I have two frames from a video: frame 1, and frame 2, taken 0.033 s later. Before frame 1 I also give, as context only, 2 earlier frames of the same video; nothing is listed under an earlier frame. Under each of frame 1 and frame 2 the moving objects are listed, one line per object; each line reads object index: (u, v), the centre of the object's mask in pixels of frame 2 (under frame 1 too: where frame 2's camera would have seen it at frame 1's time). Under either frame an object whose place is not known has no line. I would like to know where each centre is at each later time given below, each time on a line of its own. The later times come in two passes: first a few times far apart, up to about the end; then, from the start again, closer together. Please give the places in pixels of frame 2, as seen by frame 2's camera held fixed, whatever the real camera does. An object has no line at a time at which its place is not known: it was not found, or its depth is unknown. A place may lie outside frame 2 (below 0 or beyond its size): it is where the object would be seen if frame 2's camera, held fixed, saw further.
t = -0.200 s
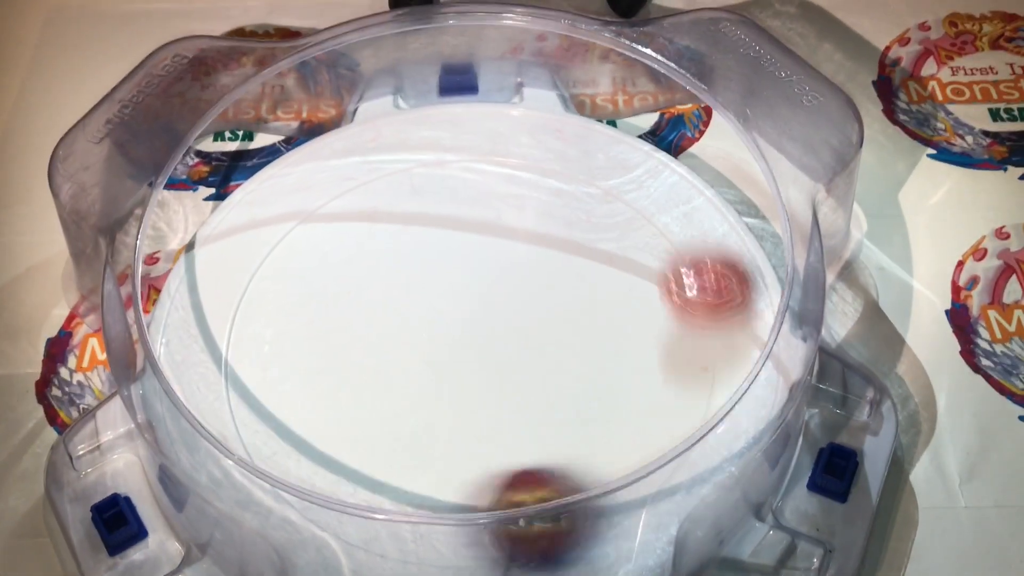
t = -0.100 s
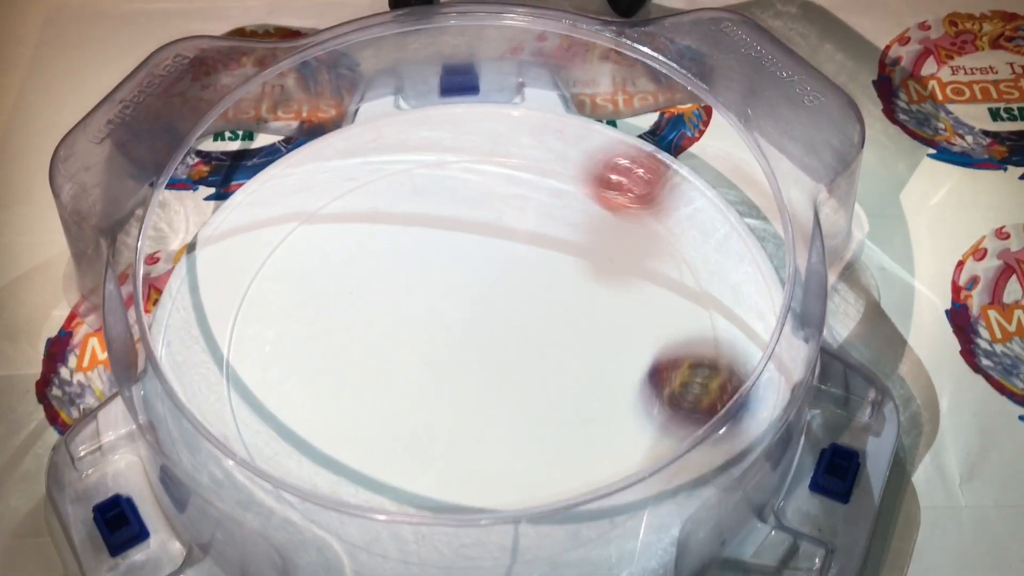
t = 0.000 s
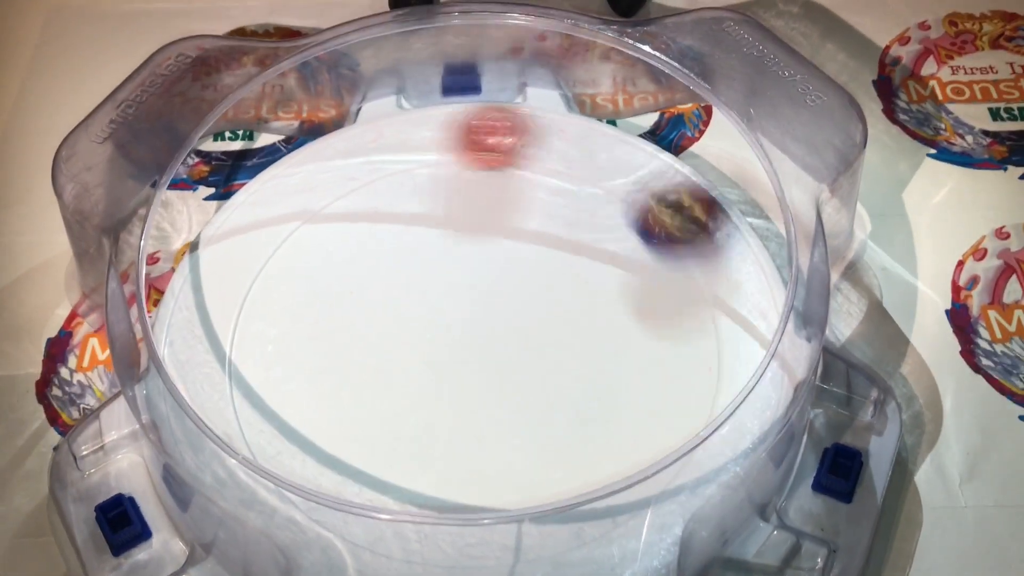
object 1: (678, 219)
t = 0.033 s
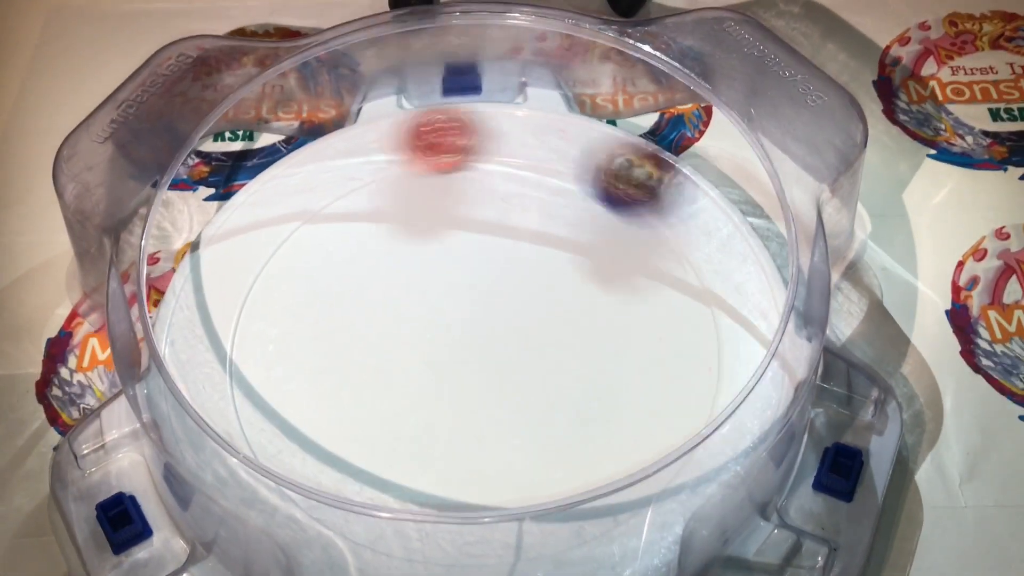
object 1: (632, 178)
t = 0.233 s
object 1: (257, 258)
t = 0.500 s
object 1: (462, 482)
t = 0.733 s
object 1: (676, 272)
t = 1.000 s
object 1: (443, 109)
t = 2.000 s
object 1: (338, 177)
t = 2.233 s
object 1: (288, 458)
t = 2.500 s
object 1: (663, 423)
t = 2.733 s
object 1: (603, 176)
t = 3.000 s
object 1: (309, 201)
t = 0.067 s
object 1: (575, 147)
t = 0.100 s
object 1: (512, 134)
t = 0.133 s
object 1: (438, 136)
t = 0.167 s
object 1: (369, 156)
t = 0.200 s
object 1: (306, 196)
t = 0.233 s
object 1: (257, 258)
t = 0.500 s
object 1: (462, 482)
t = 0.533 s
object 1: (518, 473)
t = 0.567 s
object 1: (569, 457)
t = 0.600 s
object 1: (617, 426)
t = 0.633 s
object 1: (651, 389)
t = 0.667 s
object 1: (670, 352)
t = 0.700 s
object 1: (679, 310)
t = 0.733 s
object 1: (676, 272)
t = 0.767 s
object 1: (666, 230)
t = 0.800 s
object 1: (648, 198)
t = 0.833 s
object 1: (621, 170)
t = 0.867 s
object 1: (584, 148)
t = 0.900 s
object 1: (549, 128)
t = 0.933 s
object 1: (515, 107)
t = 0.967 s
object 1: (478, 101)
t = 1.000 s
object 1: (443, 109)
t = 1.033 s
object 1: (404, 127)
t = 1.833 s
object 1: (575, 170)
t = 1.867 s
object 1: (527, 158)
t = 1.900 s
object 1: (478, 153)
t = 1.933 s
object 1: (431, 153)
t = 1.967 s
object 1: (384, 160)
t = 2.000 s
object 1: (338, 177)
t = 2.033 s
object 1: (298, 207)
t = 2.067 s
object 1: (267, 245)
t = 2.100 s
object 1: (245, 285)
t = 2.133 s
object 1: (236, 333)
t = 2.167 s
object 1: (242, 380)
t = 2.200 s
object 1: (264, 418)
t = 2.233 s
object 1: (288, 458)
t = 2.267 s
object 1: (328, 489)
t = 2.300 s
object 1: (376, 512)
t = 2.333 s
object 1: (428, 524)
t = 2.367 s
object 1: (486, 522)
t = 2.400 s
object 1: (541, 511)
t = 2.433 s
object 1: (592, 489)
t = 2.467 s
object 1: (632, 461)
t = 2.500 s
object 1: (663, 423)
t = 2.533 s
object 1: (682, 382)
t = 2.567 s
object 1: (692, 341)
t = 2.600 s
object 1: (690, 301)
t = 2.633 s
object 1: (679, 263)
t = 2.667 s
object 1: (660, 231)
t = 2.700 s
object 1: (634, 200)
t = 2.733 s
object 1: (603, 176)
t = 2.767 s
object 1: (567, 157)
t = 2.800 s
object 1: (529, 145)
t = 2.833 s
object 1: (489, 141)
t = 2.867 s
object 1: (450, 142)
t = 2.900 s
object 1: (412, 149)
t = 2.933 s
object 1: (376, 161)
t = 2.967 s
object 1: (340, 180)
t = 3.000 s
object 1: (309, 201)
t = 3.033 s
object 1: (282, 228)
